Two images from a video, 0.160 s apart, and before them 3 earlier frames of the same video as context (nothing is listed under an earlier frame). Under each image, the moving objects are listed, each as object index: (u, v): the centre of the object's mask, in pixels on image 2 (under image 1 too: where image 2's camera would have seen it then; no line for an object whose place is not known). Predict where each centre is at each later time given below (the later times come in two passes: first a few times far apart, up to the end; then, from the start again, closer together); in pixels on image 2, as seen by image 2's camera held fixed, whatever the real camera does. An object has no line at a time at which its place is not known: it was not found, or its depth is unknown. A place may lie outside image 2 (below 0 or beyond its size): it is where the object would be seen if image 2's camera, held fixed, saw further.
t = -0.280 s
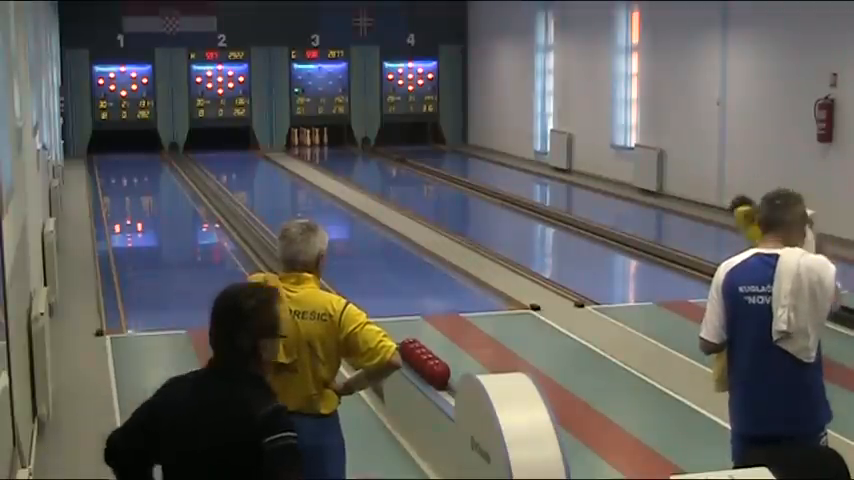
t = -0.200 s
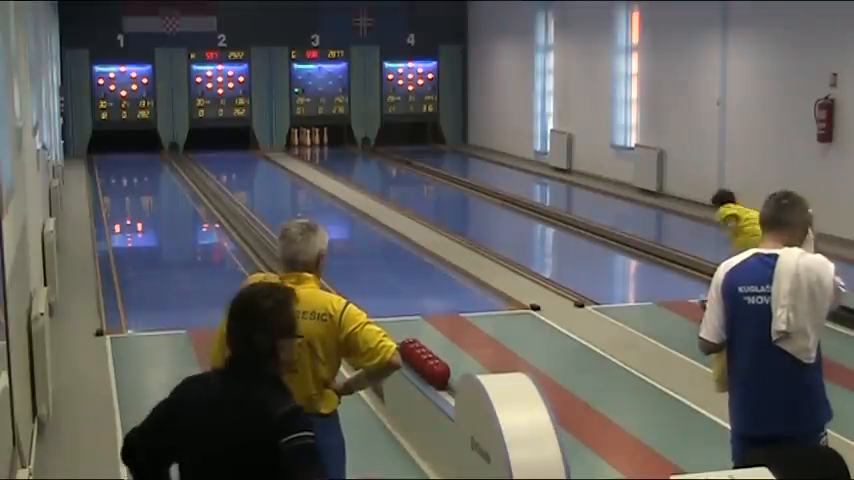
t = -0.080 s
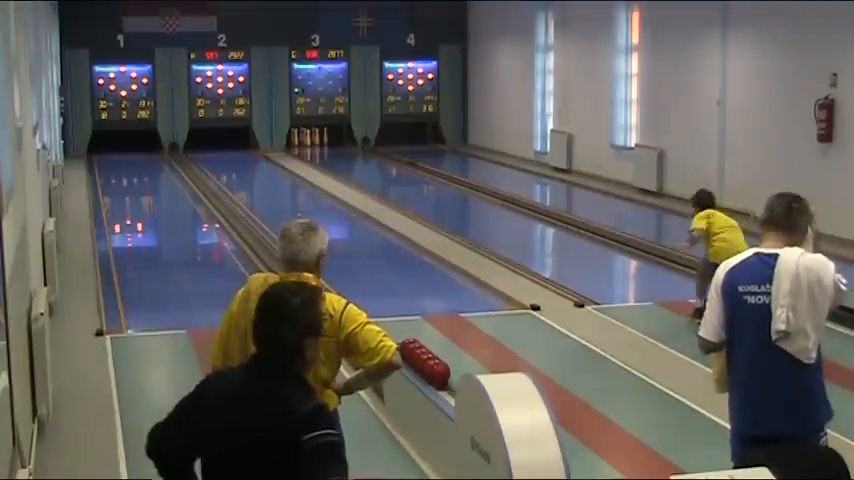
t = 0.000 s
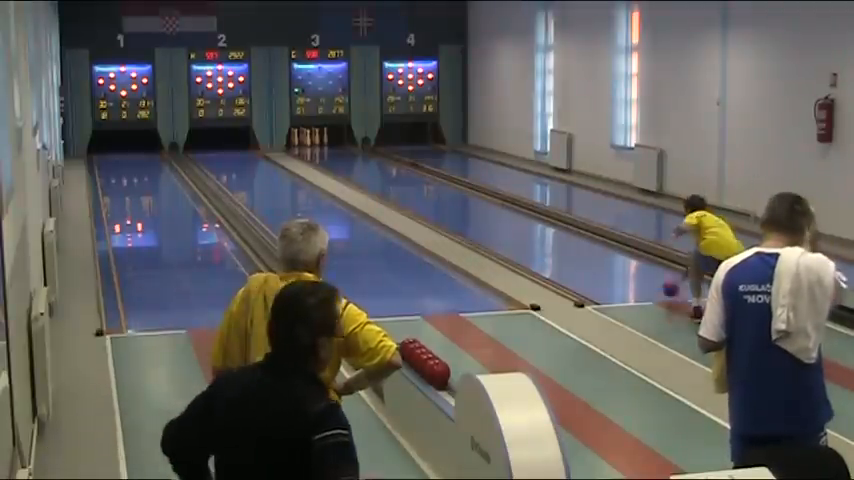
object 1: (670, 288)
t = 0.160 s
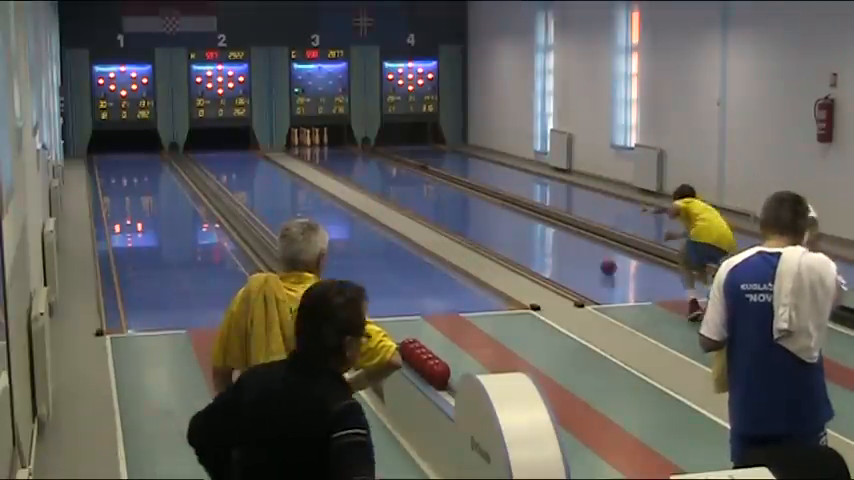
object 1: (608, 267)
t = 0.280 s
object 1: (569, 252)
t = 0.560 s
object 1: (497, 221)
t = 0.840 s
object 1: (449, 202)
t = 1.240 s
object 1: (396, 179)
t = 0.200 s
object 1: (594, 262)
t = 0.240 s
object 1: (581, 256)
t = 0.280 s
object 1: (569, 252)
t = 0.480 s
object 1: (517, 231)
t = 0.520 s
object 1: (507, 226)
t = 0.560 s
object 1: (497, 221)
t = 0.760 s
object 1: (461, 207)
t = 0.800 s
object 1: (455, 204)
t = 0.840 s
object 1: (449, 202)
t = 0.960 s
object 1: (430, 193)
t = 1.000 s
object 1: (425, 192)
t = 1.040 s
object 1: (420, 190)
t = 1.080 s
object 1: (415, 187)
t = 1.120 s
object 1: (410, 185)
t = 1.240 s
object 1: (396, 179)
